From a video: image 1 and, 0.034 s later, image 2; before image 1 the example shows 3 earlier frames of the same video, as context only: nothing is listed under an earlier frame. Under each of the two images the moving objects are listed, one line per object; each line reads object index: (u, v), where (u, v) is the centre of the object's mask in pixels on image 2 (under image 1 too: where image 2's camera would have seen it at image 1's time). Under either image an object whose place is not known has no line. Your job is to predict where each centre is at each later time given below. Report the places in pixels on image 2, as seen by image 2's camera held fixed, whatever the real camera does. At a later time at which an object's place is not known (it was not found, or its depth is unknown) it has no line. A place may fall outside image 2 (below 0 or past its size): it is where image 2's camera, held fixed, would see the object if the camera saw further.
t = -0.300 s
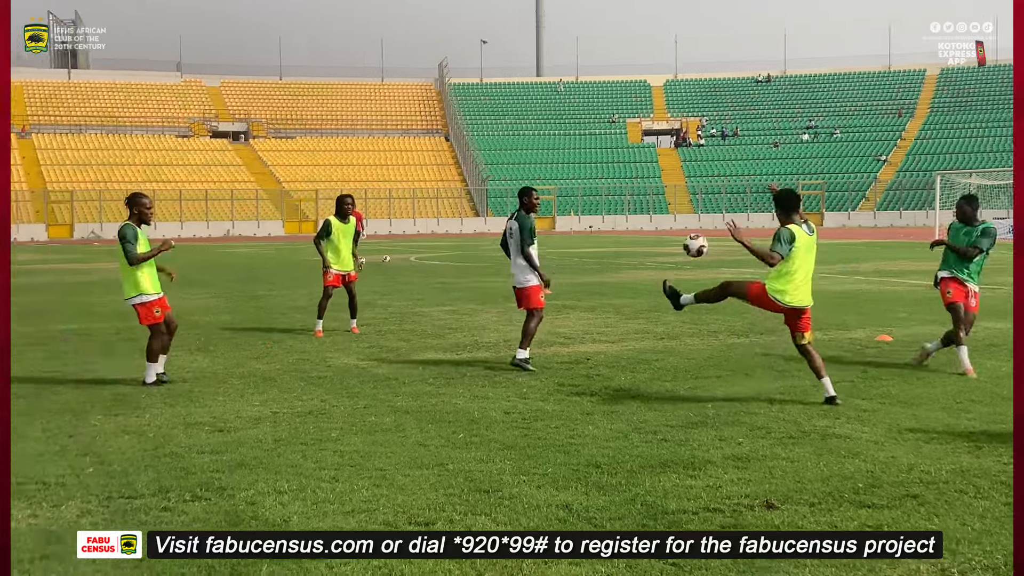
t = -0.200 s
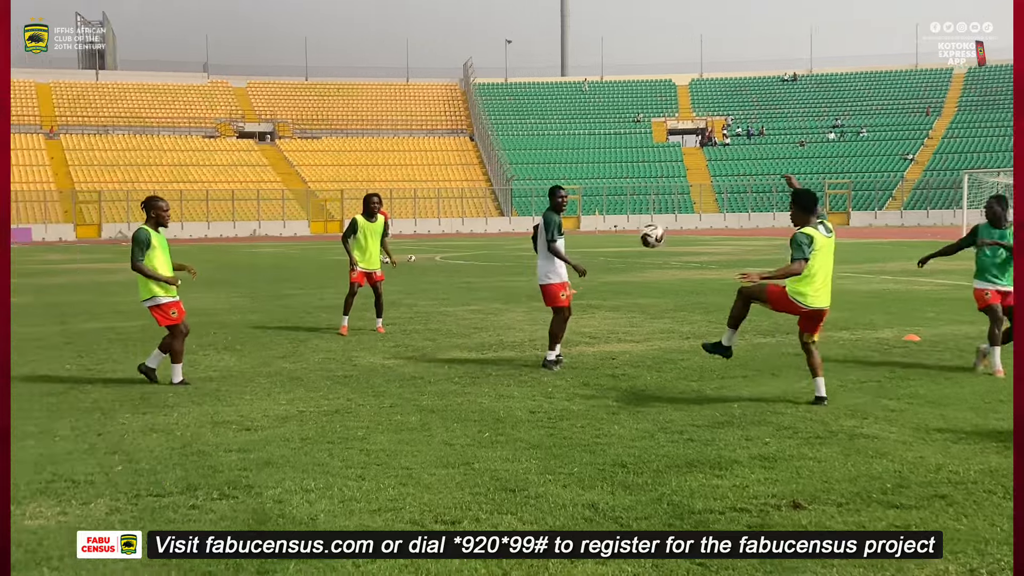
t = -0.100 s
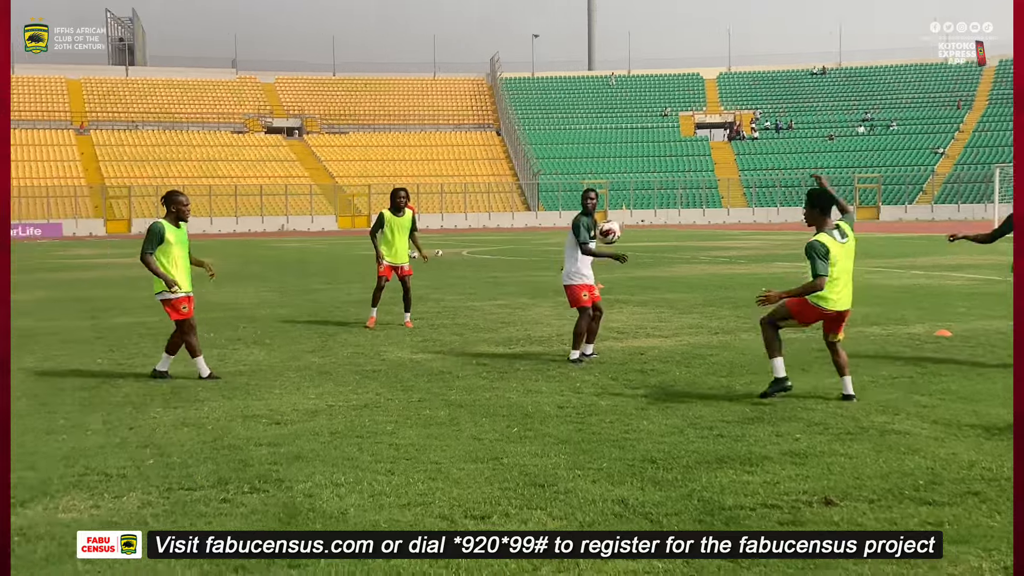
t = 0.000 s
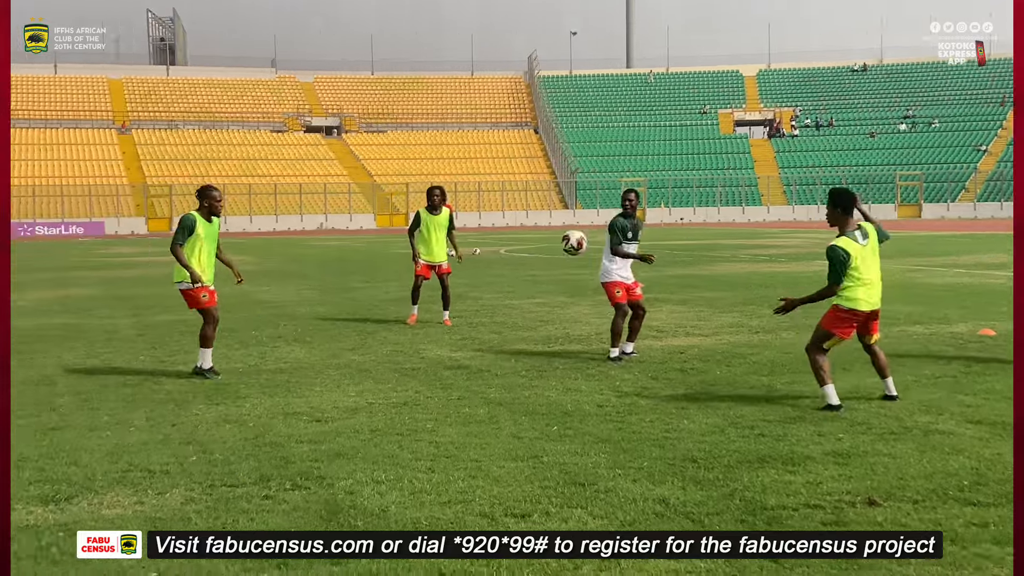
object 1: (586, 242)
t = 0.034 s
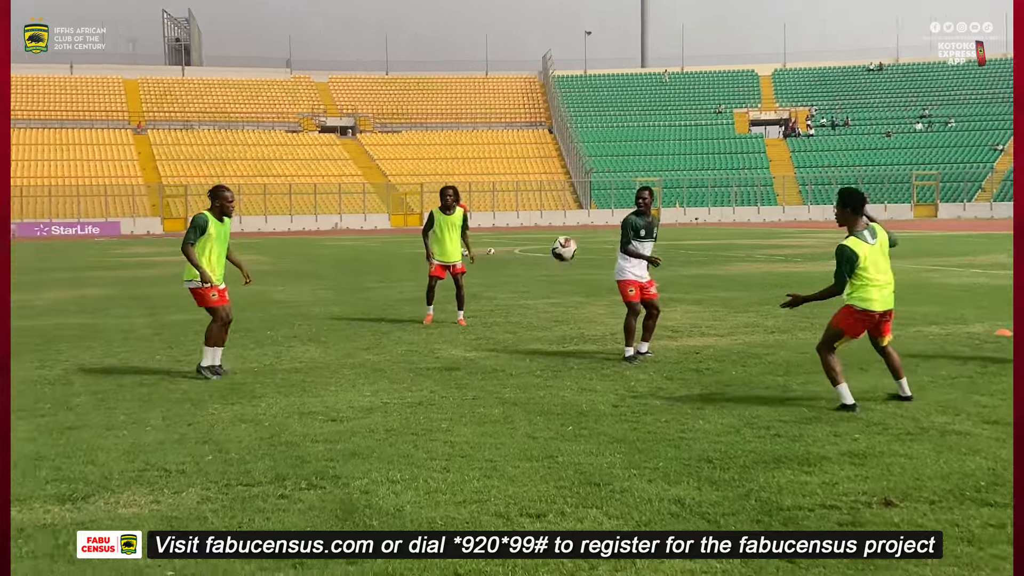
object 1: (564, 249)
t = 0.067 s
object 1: (542, 257)
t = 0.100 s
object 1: (520, 266)
